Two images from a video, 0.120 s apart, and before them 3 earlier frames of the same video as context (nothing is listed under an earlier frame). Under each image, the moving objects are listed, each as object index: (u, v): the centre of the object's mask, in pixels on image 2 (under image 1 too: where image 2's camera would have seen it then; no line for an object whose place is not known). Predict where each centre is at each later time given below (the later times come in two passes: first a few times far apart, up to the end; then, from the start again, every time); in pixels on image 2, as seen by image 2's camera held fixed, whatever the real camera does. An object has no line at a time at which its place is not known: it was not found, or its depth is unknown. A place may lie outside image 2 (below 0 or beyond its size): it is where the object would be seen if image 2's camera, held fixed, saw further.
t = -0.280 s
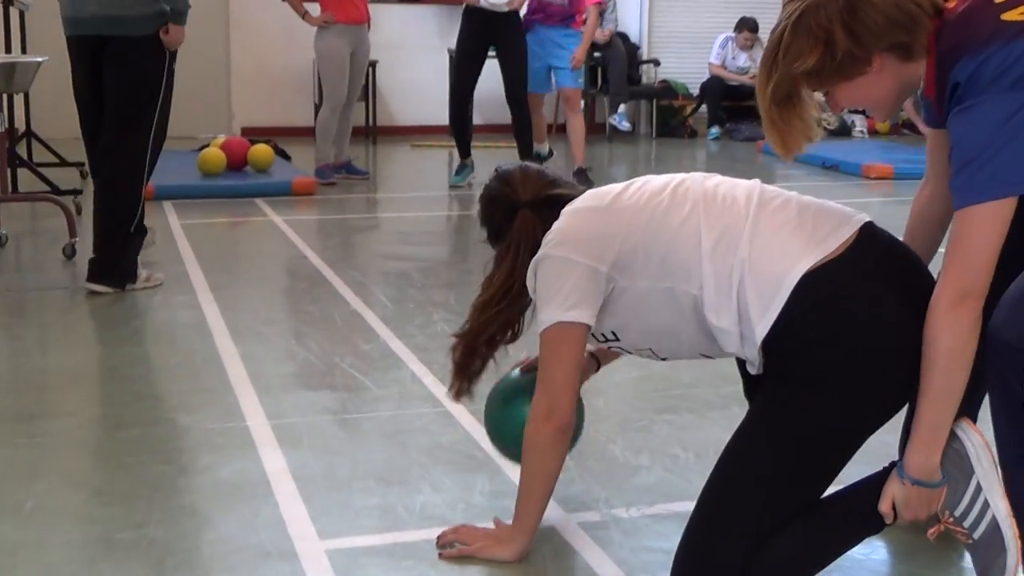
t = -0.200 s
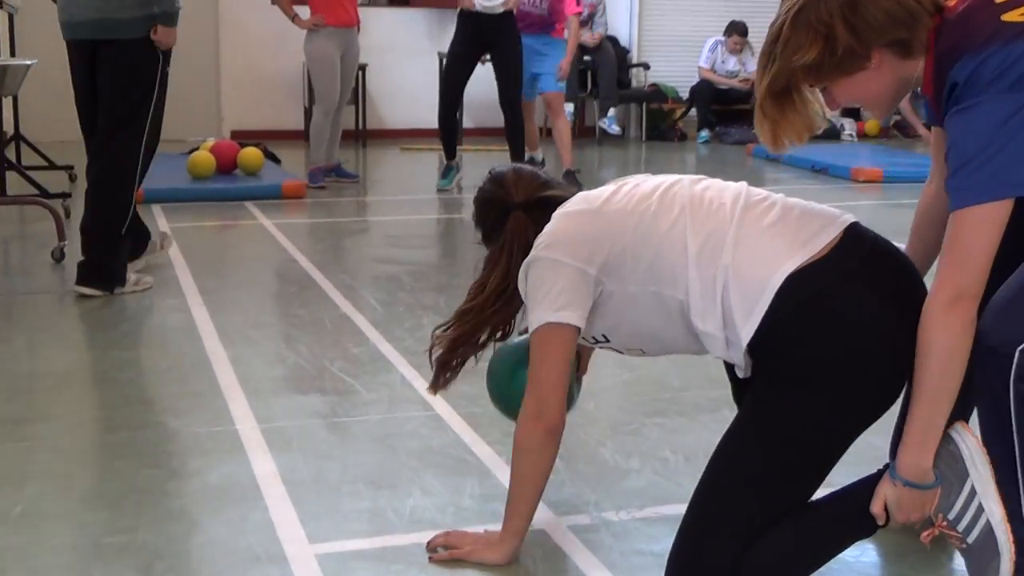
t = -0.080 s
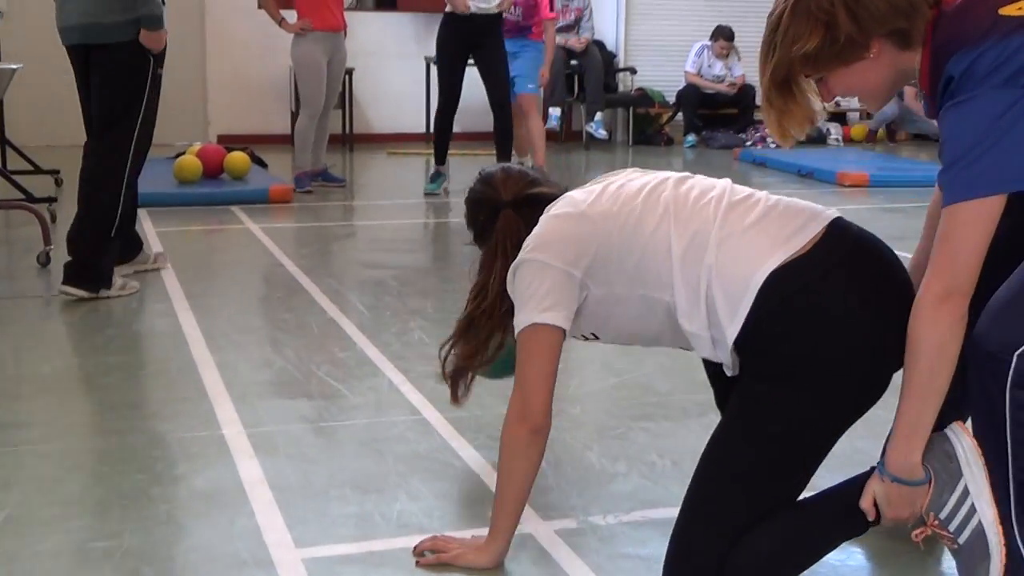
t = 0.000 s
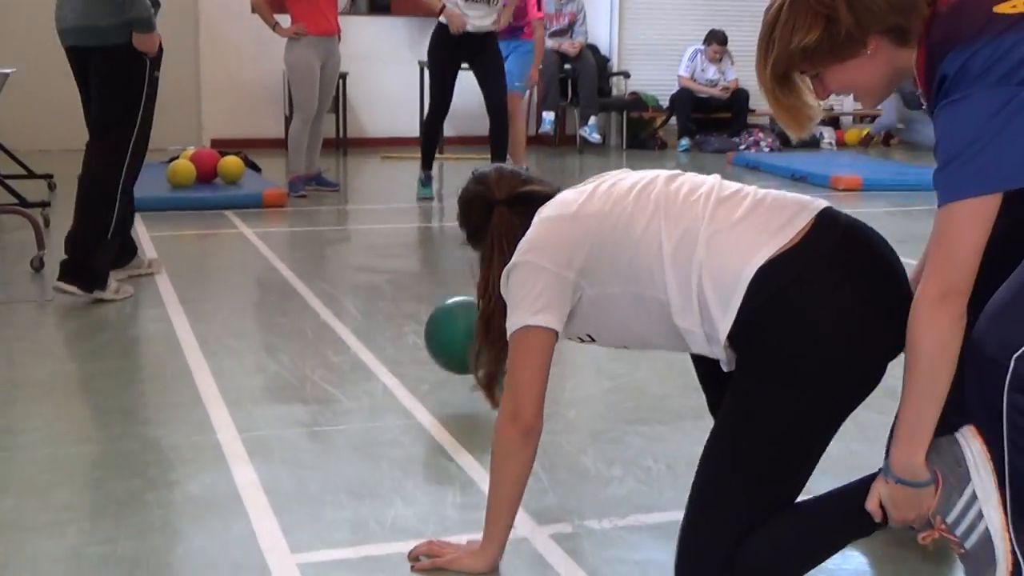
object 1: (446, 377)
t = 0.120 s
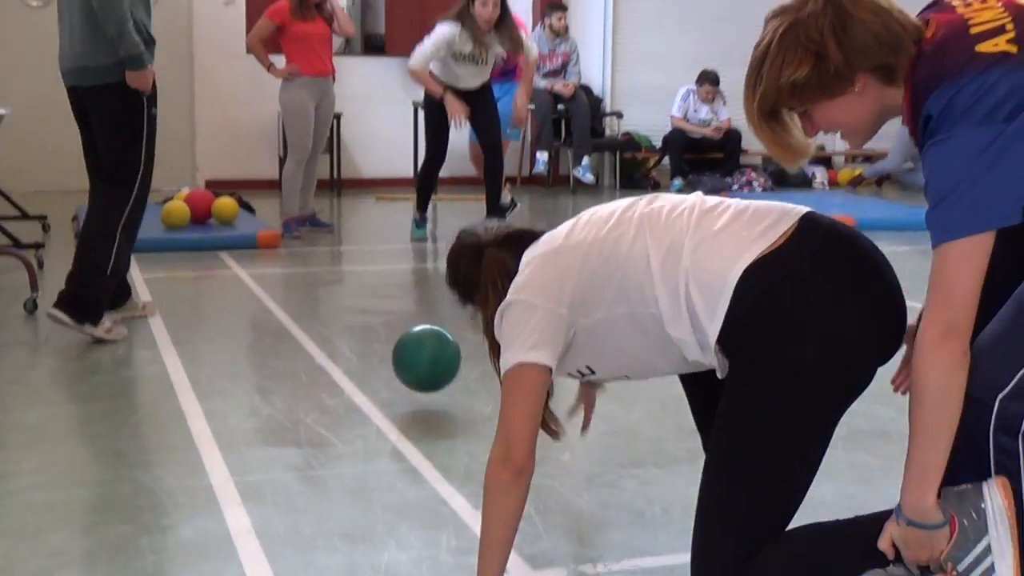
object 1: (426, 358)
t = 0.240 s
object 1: (405, 328)
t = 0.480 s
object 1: (371, 303)
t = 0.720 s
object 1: (347, 280)
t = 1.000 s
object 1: (328, 264)
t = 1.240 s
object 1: (314, 249)
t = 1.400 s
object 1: (306, 241)
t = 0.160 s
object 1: (418, 341)
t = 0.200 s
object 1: (411, 332)
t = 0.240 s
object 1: (405, 328)
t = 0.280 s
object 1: (398, 327)
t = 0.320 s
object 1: (392, 331)
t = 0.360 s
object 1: (386, 337)
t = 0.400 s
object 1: (381, 322)
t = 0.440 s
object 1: (376, 310)
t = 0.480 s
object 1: (371, 303)
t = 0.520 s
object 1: (367, 300)
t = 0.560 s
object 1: (362, 300)
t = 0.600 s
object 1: (358, 305)
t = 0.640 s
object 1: (354, 295)
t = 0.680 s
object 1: (351, 286)
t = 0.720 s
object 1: (347, 280)
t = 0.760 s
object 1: (344, 277)
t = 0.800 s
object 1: (341, 278)
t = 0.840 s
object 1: (338, 282)
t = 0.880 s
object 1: (335, 274)
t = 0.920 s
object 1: (332, 267)
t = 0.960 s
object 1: (330, 264)
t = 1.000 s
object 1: (328, 264)
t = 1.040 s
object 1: (325, 266)
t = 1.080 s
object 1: (323, 261)
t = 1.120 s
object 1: (320, 257)
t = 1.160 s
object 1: (318, 257)
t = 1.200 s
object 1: (316, 254)
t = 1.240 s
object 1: (314, 249)
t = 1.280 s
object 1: (312, 247)
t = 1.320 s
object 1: (310, 248)
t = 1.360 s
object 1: (308, 243)
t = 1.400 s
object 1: (306, 241)
